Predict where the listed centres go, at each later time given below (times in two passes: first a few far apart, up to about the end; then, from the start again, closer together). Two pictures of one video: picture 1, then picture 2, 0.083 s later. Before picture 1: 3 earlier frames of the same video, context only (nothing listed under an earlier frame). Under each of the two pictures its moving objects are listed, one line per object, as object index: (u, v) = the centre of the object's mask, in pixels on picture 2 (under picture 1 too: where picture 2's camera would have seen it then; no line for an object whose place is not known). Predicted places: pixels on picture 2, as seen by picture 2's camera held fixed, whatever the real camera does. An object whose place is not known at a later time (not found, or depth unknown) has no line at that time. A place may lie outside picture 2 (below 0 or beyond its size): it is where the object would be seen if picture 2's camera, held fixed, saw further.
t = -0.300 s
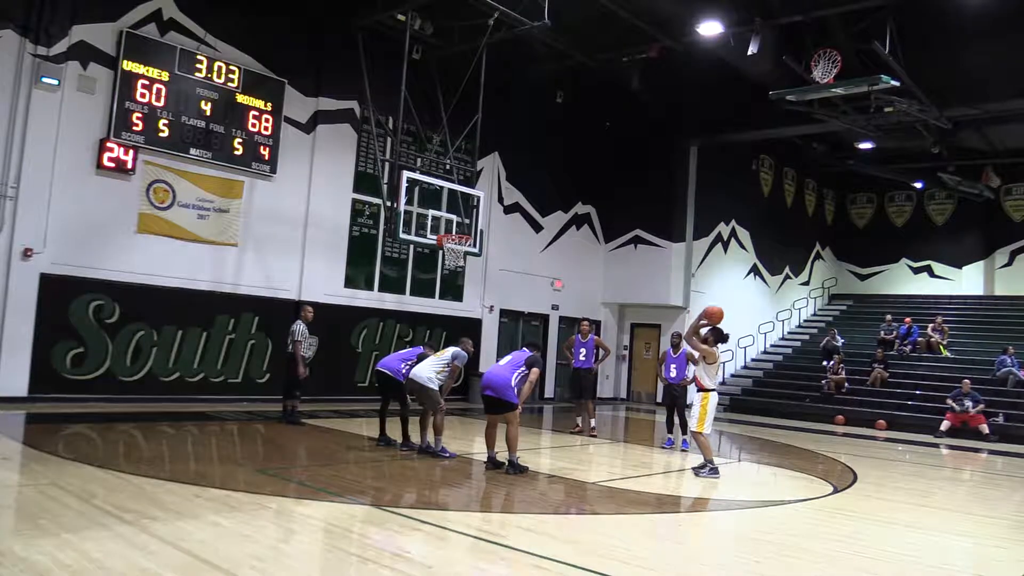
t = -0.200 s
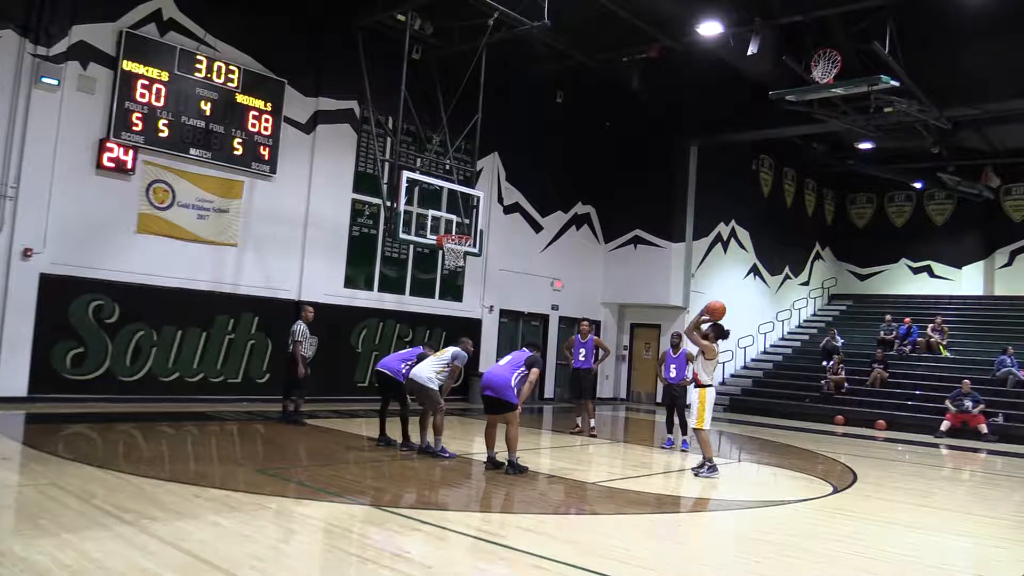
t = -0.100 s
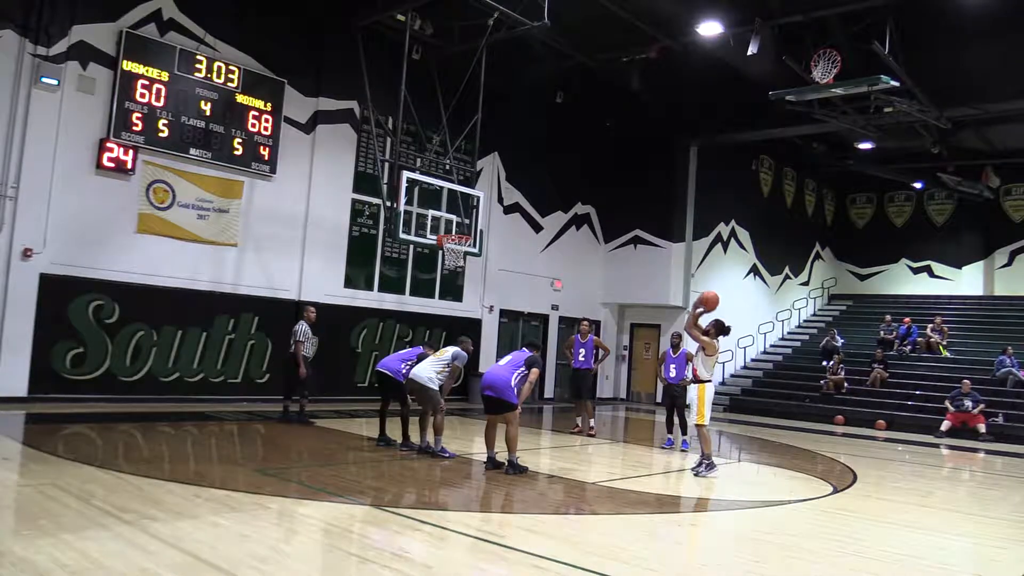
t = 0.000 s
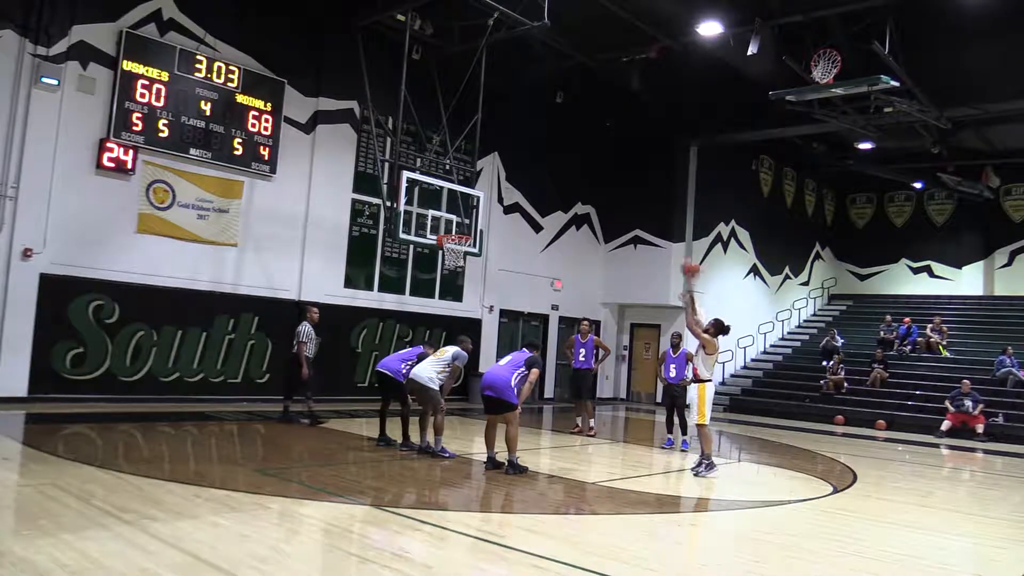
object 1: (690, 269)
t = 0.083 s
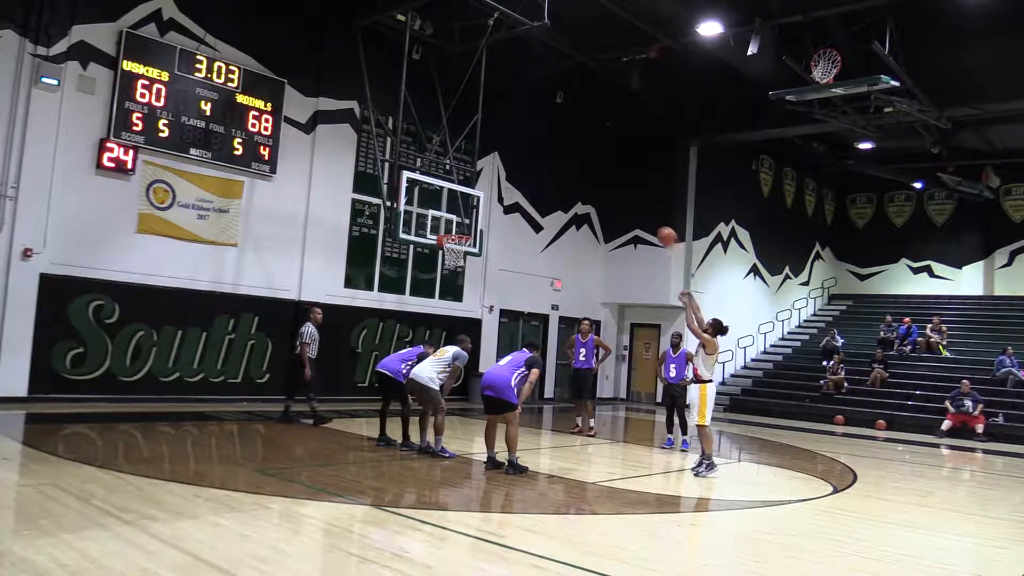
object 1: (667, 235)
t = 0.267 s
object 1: (618, 190)
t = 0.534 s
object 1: (554, 171)
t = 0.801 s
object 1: (495, 197)
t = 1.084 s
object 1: (446, 254)
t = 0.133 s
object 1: (652, 220)
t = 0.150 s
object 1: (649, 216)
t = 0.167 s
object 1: (644, 212)
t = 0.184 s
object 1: (639, 208)
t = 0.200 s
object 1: (635, 204)
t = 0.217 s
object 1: (631, 200)
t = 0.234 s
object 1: (626, 196)
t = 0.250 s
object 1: (622, 193)
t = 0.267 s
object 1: (618, 190)
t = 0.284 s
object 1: (614, 188)
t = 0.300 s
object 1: (609, 185)
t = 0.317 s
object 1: (606, 184)
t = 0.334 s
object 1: (601, 181)
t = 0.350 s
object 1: (597, 179)
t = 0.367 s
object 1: (593, 178)
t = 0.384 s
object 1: (589, 176)
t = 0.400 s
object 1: (585, 175)
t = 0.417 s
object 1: (581, 174)
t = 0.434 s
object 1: (577, 173)
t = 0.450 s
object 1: (573, 172)
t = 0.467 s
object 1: (570, 172)
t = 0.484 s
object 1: (566, 171)
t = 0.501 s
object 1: (562, 171)
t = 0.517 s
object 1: (558, 171)
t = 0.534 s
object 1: (554, 171)
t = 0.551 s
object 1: (550, 172)
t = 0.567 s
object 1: (546, 172)
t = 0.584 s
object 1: (543, 173)
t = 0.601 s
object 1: (539, 174)
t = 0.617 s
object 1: (535, 175)
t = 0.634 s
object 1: (531, 176)
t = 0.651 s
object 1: (527, 178)
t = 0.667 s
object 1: (524, 179)
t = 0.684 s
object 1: (521, 180)
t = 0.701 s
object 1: (517, 182)
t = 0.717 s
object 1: (514, 184)
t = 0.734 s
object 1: (510, 186)
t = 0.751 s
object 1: (506, 189)
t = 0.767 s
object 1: (502, 192)
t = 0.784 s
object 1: (498, 195)
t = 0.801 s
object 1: (495, 197)
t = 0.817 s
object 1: (492, 202)
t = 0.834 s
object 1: (487, 204)
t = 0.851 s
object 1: (484, 208)
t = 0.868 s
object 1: (481, 211)
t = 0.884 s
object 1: (479, 213)
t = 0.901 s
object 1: (475, 216)
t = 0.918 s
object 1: (472, 220)
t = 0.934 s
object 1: (467, 224)
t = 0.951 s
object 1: (464, 228)
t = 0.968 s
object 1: (461, 231)
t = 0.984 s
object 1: (457, 237)
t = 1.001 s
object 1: (454, 242)
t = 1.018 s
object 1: (450, 243)
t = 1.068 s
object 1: (449, 253)
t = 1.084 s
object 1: (446, 254)
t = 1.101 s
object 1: (445, 255)
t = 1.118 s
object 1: (443, 257)
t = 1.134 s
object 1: (443, 258)
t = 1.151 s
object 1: (443, 259)
